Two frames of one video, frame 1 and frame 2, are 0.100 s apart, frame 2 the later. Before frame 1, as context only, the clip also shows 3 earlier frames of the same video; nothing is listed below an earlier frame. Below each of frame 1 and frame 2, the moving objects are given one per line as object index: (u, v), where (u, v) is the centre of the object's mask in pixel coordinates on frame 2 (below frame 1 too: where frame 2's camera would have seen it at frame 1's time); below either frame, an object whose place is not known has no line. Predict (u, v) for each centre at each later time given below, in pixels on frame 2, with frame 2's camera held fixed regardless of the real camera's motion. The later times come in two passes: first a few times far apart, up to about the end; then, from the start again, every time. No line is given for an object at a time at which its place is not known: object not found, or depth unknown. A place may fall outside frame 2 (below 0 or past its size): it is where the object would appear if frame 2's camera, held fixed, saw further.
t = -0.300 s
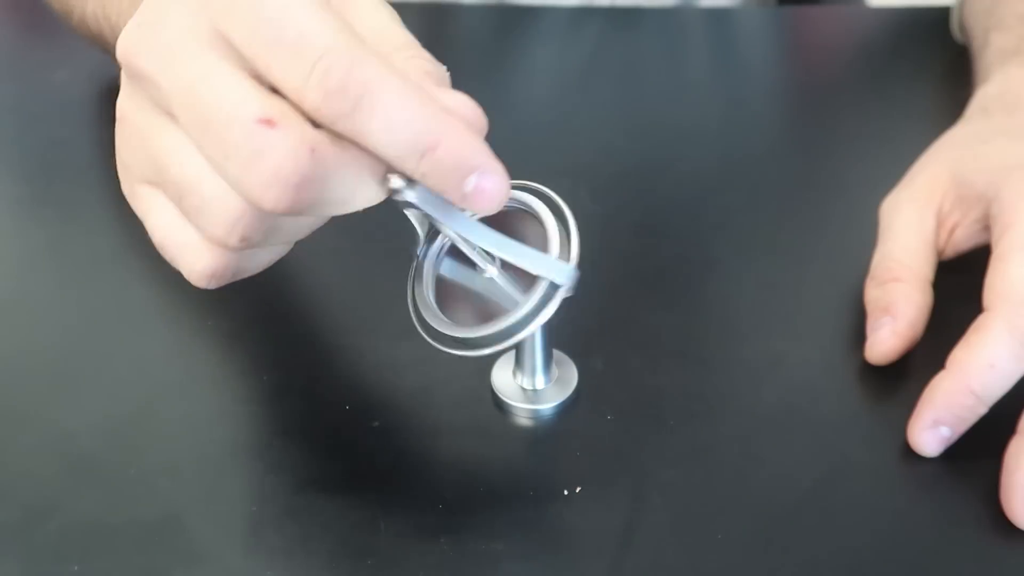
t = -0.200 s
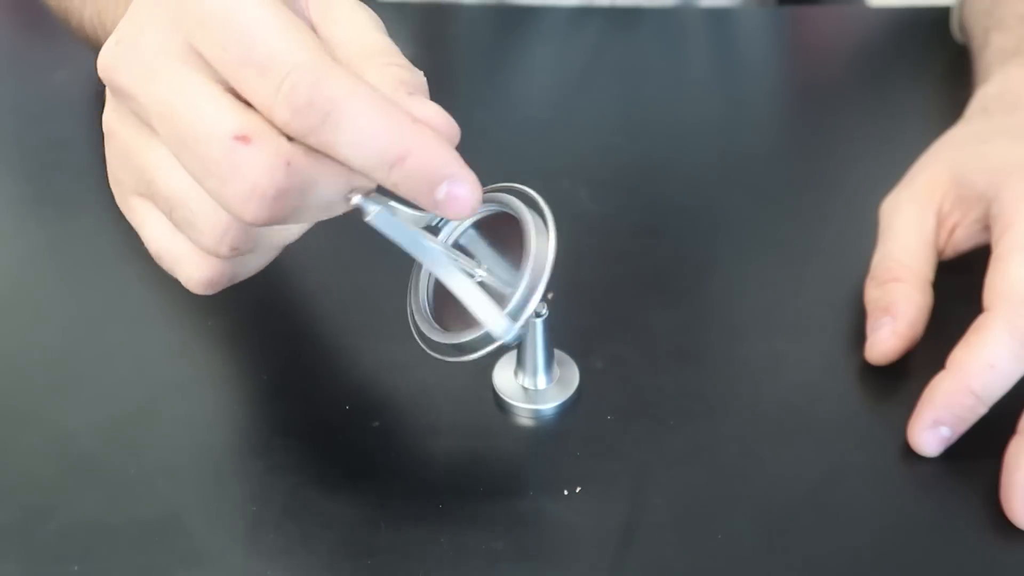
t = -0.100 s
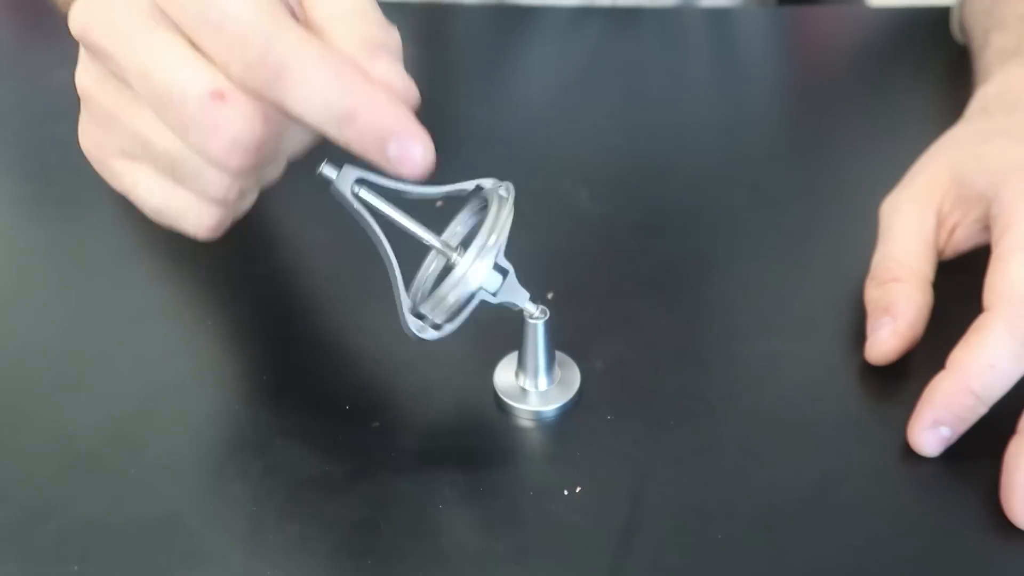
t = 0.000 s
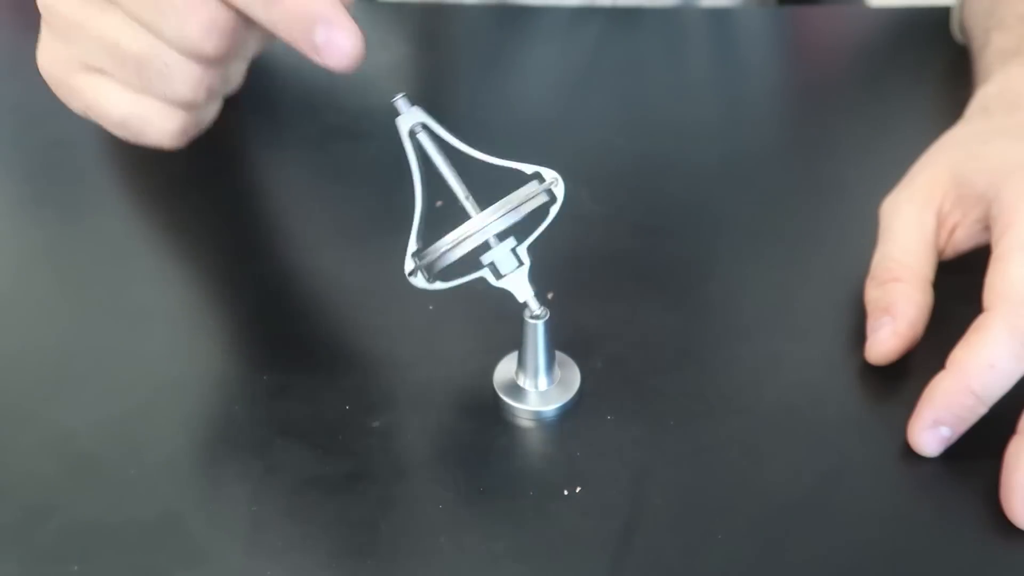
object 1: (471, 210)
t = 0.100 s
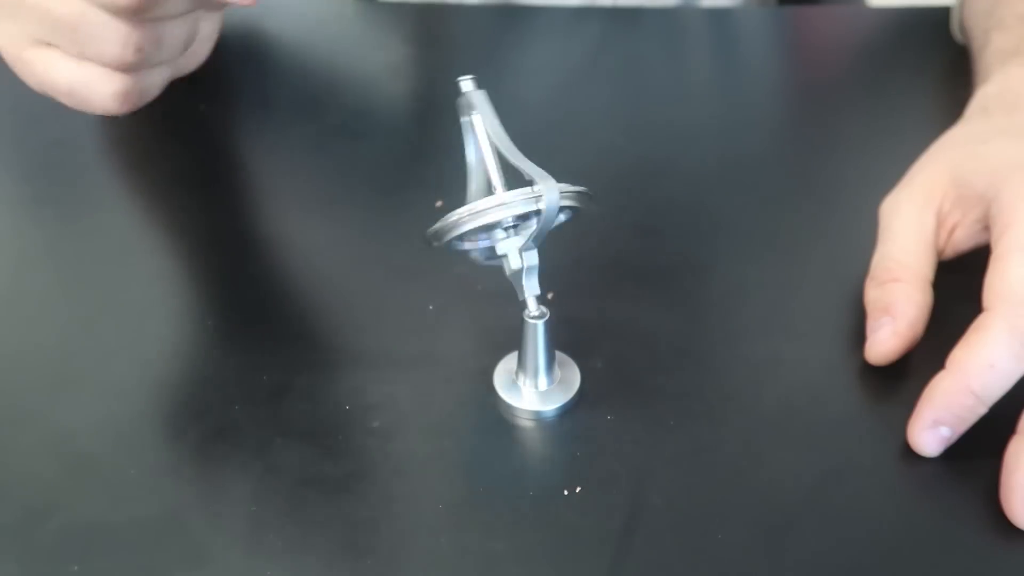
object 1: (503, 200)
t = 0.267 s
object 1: (582, 203)
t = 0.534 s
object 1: (609, 279)
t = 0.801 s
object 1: (497, 296)
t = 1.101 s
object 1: (473, 210)
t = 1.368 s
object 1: (593, 207)
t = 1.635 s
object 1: (586, 289)
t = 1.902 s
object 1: (475, 285)
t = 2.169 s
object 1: (483, 205)
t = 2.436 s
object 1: (607, 216)
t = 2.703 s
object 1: (563, 298)
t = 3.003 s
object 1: (454, 251)
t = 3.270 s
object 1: (536, 195)
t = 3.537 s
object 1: (617, 251)
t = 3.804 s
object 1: (509, 295)
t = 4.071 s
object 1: (470, 214)
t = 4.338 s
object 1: (593, 205)
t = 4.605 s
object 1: (562, 292)
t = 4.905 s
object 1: (452, 233)
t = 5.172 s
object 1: (567, 195)
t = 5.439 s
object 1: (582, 280)
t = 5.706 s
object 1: (464, 257)
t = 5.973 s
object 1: (540, 193)
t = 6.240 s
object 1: (597, 264)
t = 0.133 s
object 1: (520, 200)
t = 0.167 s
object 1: (537, 198)
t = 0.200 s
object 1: (554, 197)
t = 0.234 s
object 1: (568, 199)
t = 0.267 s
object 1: (582, 203)
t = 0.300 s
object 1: (594, 208)
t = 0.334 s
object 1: (610, 216)
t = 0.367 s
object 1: (622, 226)
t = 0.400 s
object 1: (623, 241)
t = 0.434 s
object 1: (628, 250)
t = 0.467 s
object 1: (628, 260)
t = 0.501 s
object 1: (621, 270)
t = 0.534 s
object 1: (609, 279)
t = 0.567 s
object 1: (594, 289)
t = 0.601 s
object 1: (578, 297)
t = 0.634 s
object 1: (563, 301)
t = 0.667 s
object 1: (550, 303)
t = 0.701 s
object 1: (537, 304)
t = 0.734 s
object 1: (524, 303)
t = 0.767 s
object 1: (511, 300)
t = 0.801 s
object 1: (497, 296)
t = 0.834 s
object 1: (481, 289)
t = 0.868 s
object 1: (466, 280)
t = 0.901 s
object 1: (455, 268)
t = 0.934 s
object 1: (450, 257)
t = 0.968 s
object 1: (449, 247)
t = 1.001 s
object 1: (450, 238)
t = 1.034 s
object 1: (455, 228)
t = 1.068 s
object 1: (462, 217)
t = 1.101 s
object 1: (473, 210)
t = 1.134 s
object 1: (486, 205)
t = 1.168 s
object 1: (499, 201)
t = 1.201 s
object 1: (513, 197)
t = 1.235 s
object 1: (530, 195)
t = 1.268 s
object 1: (546, 196)
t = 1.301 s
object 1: (563, 198)
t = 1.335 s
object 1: (579, 202)
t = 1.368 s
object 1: (593, 207)
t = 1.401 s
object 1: (604, 214)
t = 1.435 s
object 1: (613, 223)
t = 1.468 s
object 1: (620, 232)
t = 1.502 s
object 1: (624, 243)
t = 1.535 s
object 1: (622, 255)
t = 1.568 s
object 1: (613, 267)
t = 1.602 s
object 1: (601, 278)
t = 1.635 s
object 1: (586, 289)
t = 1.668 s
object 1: (570, 297)
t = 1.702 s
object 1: (556, 301)
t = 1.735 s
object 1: (543, 304)
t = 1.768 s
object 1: (530, 304)
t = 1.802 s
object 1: (516, 302)
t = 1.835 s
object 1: (504, 299)
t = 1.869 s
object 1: (490, 293)
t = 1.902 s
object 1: (475, 285)
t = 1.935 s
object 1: (463, 276)
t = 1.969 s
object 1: (456, 265)
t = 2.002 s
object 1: (454, 255)
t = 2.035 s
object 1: (454, 245)
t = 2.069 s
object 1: (457, 234)
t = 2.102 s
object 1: (461, 221)
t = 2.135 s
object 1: (470, 211)
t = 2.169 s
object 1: (483, 205)
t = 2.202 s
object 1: (498, 201)
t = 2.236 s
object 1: (514, 197)
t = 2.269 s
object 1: (531, 195)
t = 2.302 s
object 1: (549, 195)
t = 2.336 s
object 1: (565, 198)
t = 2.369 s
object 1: (581, 202)
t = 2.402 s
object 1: (595, 208)
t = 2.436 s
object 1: (607, 216)
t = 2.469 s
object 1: (616, 224)
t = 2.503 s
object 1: (621, 235)
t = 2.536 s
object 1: (622, 246)
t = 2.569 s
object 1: (618, 257)
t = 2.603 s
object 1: (608, 270)
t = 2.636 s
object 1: (595, 282)
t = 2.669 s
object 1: (578, 291)
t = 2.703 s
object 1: (563, 298)
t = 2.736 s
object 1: (549, 300)
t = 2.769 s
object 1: (536, 301)
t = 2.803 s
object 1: (522, 300)
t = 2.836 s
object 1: (510, 298)
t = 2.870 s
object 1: (495, 293)
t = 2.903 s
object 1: (479, 285)
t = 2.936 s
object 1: (466, 274)
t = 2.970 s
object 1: (457, 263)
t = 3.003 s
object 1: (454, 251)
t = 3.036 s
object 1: (455, 241)
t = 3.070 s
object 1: (459, 231)
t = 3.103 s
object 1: (467, 222)
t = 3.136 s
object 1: (475, 210)
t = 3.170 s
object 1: (487, 203)
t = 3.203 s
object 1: (503, 198)
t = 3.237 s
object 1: (519, 196)
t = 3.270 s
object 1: (536, 195)
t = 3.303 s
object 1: (553, 196)
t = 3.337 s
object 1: (569, 198)
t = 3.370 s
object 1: (585, 203)
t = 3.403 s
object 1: (599, 210)
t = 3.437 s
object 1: (610, 219)
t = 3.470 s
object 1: (617, 229)
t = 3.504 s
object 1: (620, 240)
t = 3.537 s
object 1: (617, 251)
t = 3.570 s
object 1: (609, 264)
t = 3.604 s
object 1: (596, 277)
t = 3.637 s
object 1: (580, 287)
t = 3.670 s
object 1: (564, 294)
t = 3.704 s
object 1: (551, 297)
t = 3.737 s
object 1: (537, 299)
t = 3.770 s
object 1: (522, 298)
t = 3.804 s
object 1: (509, 295)
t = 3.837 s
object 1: (495, 289)
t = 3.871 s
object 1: (479, 280)
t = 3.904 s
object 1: (466, 269)
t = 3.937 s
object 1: (457, 258)
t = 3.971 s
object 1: (454, 246)
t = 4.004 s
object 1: (456, 234)
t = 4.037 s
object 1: (461, 224)
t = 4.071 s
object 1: (470, 214)
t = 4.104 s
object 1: (483, 206)
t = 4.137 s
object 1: (496, 200)
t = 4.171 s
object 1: (512, 197)
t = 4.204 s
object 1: (528, 195)
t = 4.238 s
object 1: (545, 195)
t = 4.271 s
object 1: (562, 196)
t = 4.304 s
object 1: (578, 199)
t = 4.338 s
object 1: (593, 205)
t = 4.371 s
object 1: (605, 213)
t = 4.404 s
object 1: (614, 223)
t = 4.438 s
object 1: (618, 236)
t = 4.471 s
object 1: (616, 249)
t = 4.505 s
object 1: (606, 263)
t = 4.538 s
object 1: (592, 275)
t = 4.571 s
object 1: (577, 285)
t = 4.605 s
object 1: (562, 292)
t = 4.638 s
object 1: (548, 295)
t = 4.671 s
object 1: (534, 296)
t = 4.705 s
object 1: (519, 294)
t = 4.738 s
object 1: (506, 291)
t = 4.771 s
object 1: (490, 284)
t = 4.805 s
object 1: (475, 273)
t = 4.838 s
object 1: (461, 260)
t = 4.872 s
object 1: (453, 246)
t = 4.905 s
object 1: (452, 233)
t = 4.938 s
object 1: (457, 221)
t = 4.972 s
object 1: (467, 211)
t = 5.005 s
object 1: (480, 203)
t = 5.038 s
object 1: (496, 197)
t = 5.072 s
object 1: (512, 193)
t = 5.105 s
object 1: (530, 192)
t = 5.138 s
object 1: (549, 192)
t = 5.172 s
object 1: (567, 195)
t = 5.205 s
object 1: (583, 199)
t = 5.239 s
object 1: (597, 208)
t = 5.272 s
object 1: (605, 220)
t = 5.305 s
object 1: (609, 234)
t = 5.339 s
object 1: (609, 246)
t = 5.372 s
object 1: (605, 259)
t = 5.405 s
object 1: (596, 270)
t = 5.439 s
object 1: (582, 280)
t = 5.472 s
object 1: (566, 288)
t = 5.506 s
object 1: (552, 293)
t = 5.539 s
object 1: (537, 295)
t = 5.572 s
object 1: (522, 294)
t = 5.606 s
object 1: (508, 291)
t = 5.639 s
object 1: (492, 283)
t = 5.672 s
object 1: (476, 271)
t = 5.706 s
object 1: (464, 257)
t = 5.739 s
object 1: (458, 243)
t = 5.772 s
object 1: (459, 230)
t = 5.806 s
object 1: (464, 220)
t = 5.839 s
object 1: (475, 212)
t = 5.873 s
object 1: (487, 204)
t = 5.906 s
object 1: (503, 198)
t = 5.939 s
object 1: (522, 194)
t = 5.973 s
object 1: (540, 193)
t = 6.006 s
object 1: (558, 195)
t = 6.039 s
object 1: (574, 200)
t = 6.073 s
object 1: (585, 209)
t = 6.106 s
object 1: (595, 218)
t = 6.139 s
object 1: (603, 226)
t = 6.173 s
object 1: (607, 238)
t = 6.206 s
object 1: (606, 250)
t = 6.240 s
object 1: (597, 264)
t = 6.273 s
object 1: (581, 276)
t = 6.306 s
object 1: (565, 285)
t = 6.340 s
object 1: (549, 289)
